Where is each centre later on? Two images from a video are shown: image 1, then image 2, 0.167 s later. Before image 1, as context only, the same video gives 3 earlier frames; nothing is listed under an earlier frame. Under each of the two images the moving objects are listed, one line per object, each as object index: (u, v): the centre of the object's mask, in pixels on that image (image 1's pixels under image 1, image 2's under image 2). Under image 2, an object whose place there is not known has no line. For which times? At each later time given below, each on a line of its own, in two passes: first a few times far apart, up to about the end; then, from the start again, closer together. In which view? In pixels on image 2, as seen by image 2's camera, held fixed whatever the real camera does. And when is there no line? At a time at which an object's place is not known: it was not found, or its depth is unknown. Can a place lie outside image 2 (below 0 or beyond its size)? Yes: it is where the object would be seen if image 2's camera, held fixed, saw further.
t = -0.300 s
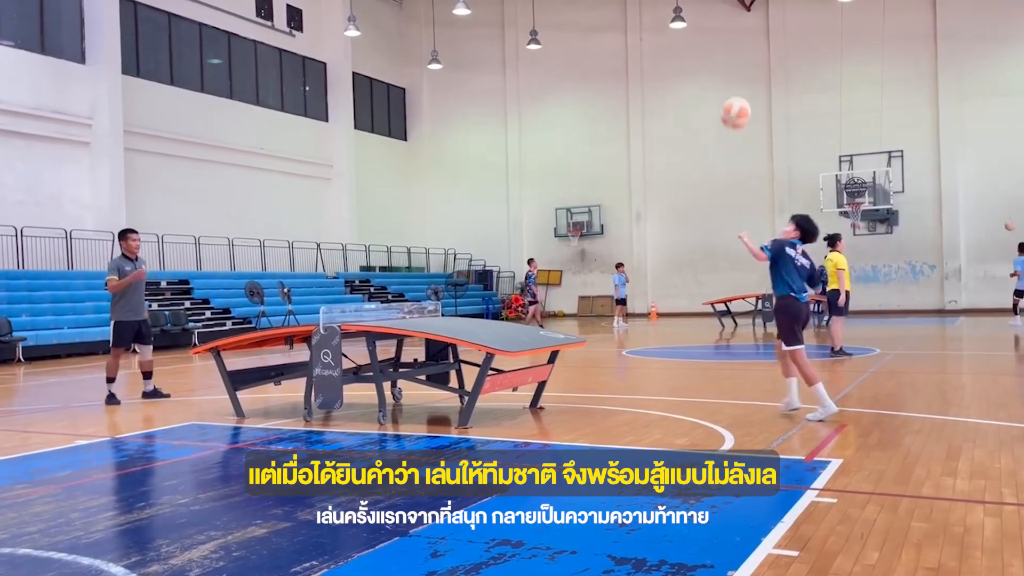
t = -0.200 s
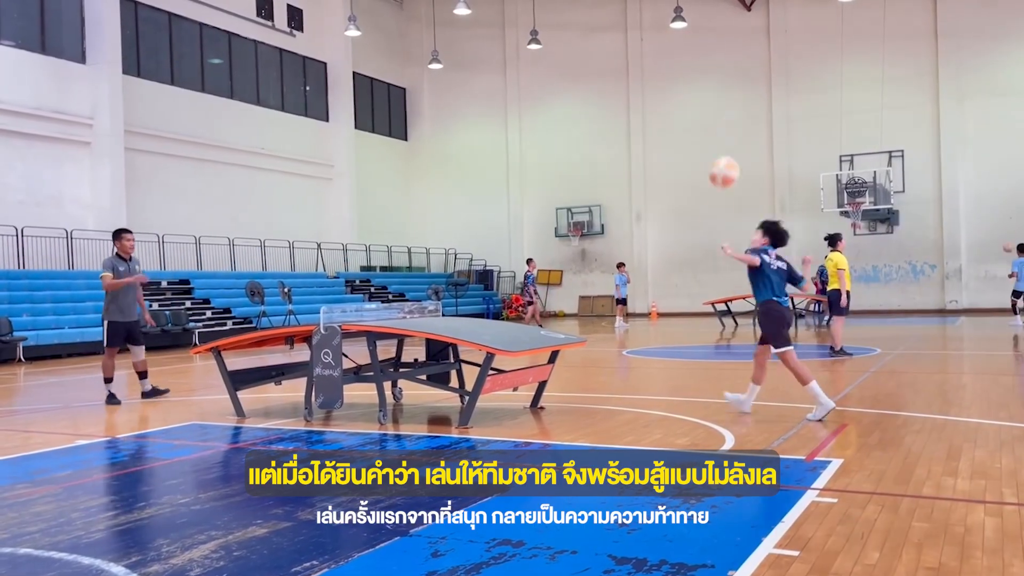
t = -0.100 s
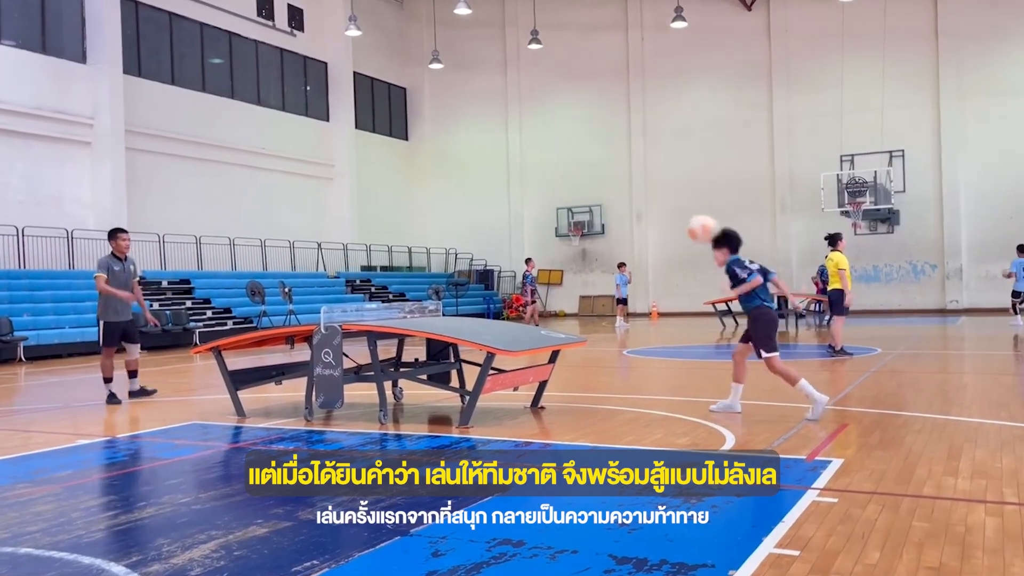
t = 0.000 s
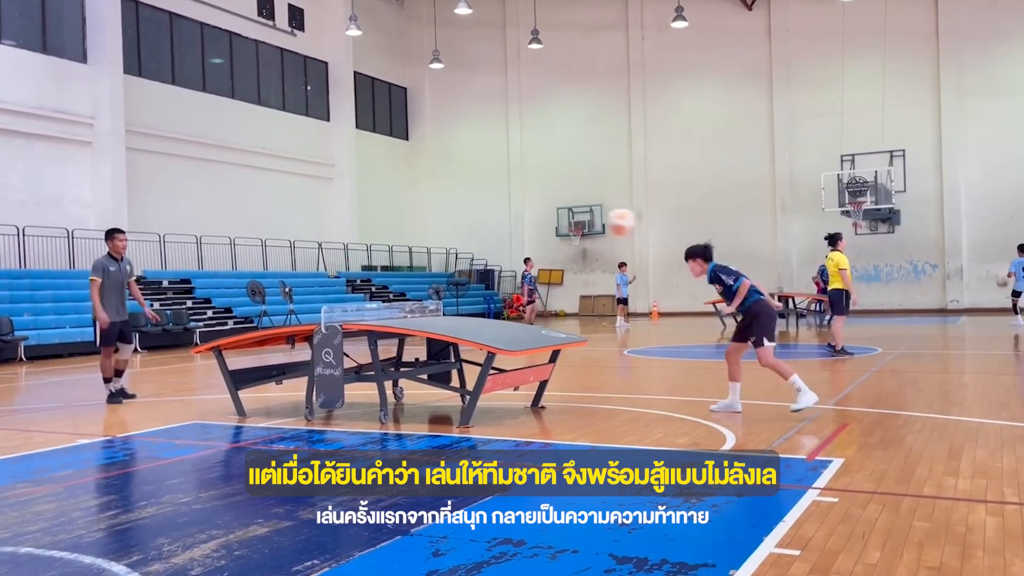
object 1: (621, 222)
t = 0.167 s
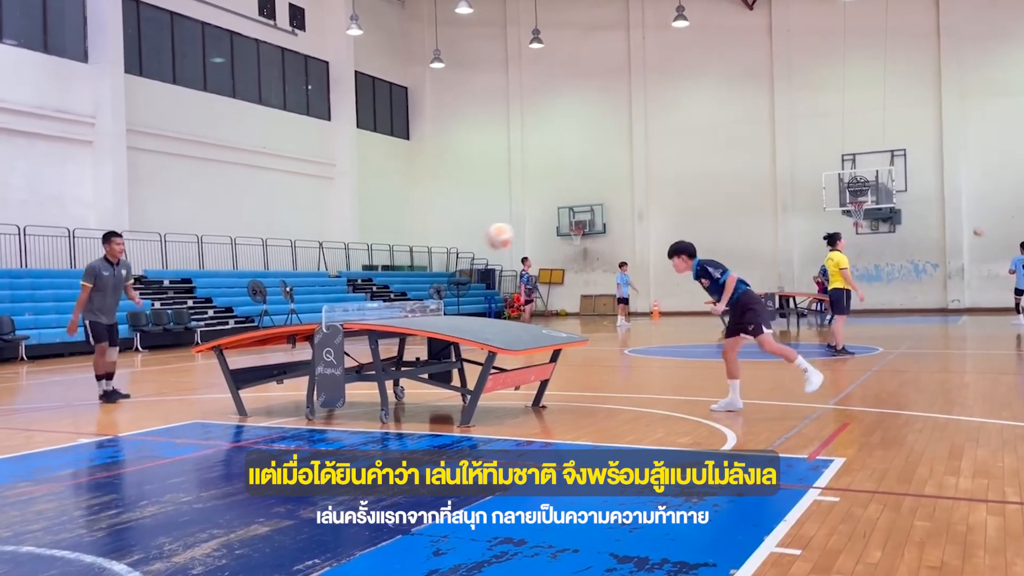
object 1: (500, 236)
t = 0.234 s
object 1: (454, 250)
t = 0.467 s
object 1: (317, 304)
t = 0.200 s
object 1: (477, 242)
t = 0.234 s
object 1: (454, 250)
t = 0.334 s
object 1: (390, 279)
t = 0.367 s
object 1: (371, 290)
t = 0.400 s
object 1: (351, 302)
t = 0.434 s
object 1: (333, 310)
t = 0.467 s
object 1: (317, 304)
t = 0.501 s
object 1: (302, 299)
